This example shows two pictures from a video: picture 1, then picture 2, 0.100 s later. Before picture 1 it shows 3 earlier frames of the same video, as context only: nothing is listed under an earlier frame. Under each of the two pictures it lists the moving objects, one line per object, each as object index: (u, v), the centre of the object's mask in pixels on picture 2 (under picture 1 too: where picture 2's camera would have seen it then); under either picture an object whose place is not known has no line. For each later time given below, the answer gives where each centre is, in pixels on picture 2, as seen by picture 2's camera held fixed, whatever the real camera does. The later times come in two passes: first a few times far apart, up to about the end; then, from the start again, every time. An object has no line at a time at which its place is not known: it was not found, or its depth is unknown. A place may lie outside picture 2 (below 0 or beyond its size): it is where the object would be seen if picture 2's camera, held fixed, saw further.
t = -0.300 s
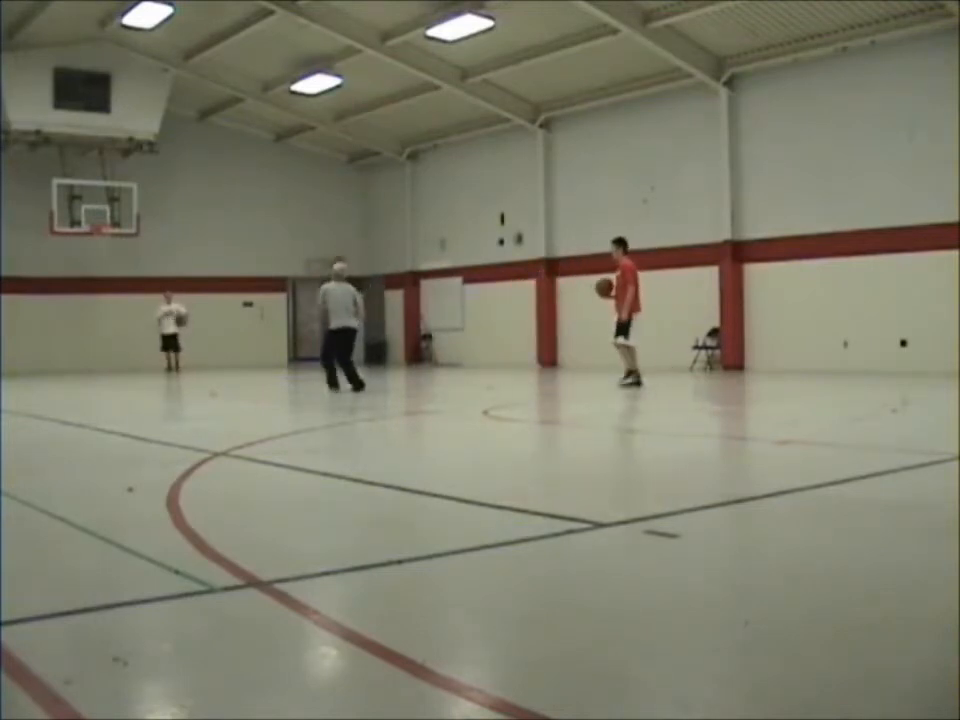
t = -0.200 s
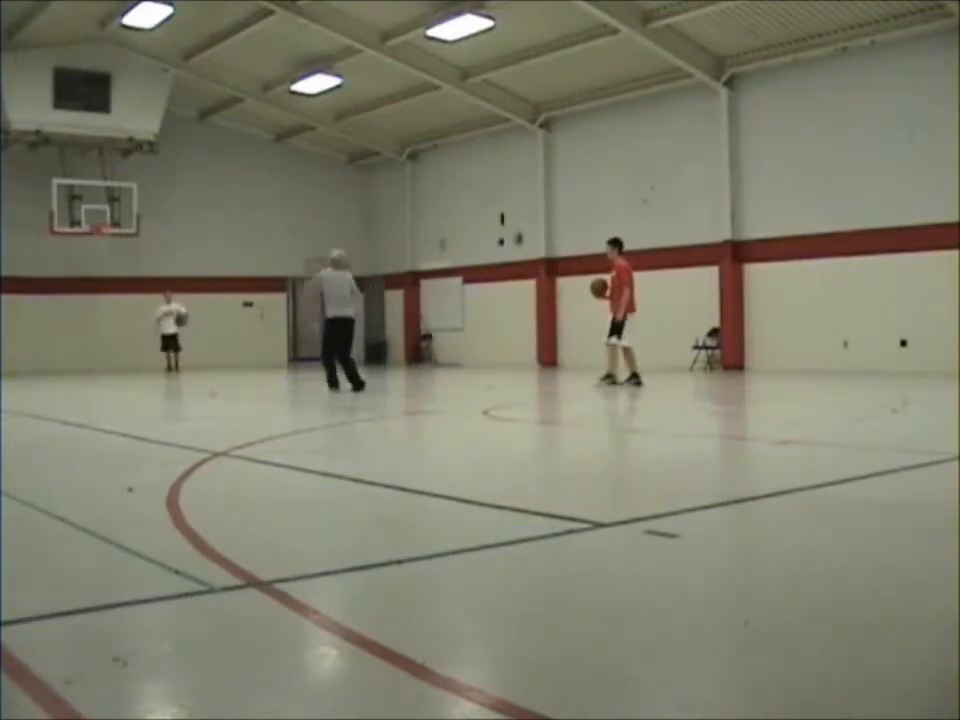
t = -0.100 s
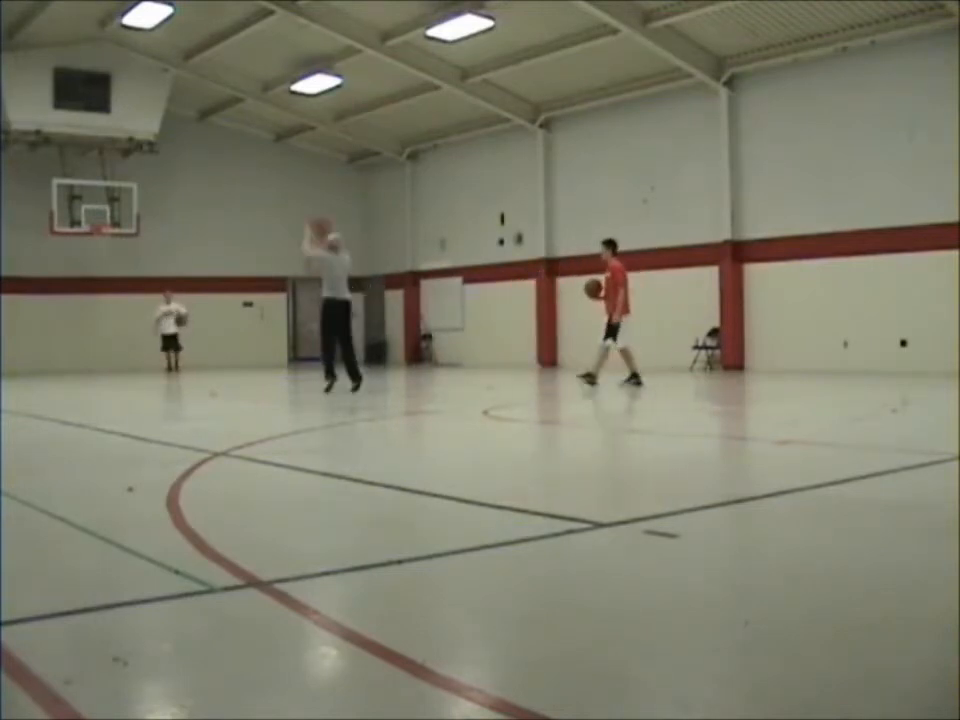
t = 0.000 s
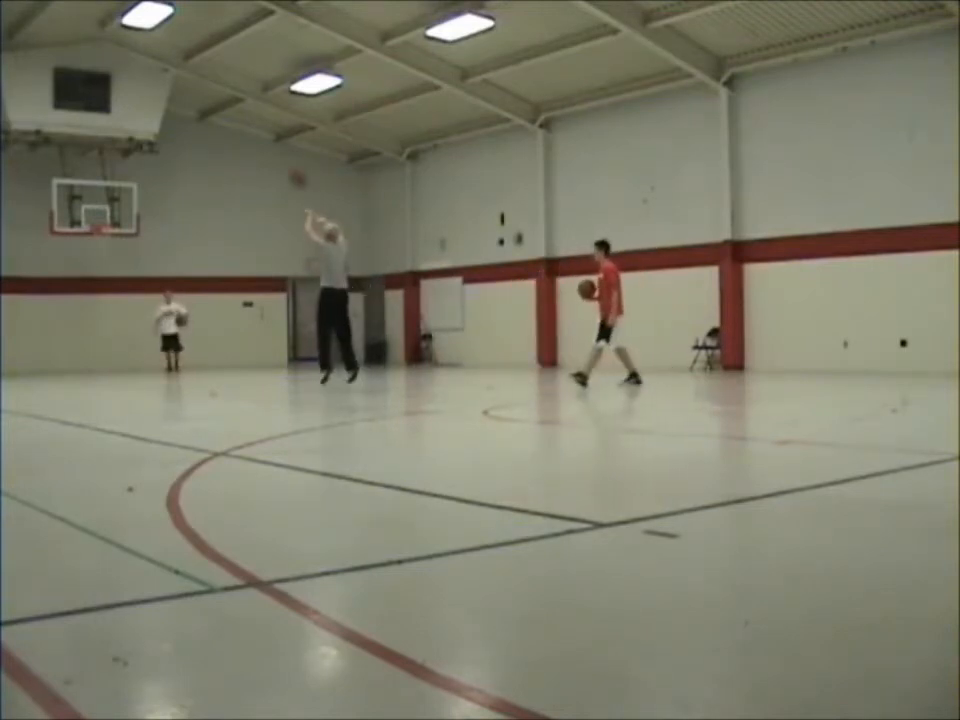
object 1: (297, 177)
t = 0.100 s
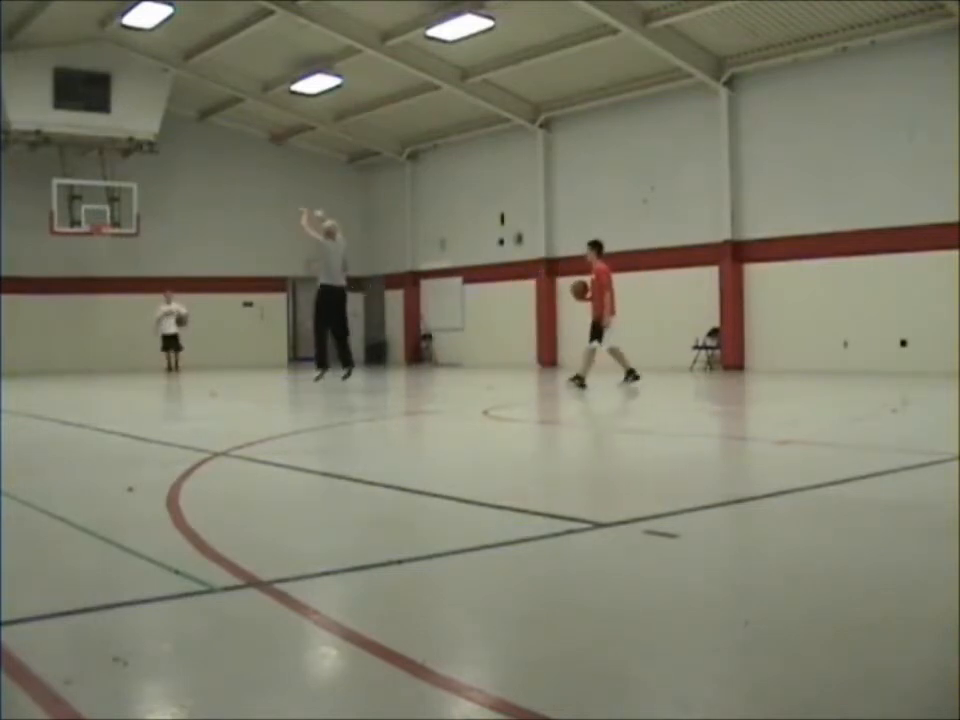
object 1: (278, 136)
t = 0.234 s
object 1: (250, 99)
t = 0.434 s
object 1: (218, 69)
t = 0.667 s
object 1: (185, 66)
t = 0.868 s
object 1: (160, 85)
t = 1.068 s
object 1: (138, 126)
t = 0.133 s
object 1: (269, 126)
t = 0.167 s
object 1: (264, 117)
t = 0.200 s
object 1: (256, 107)
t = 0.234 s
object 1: (250, 99)
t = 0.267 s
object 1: (245, 91)
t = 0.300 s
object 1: (240, 84)
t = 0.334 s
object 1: (233, 79)
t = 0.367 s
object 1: (229, 75)
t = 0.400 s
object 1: (224, 71)
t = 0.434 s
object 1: (218, 69)
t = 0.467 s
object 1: (214, 68)
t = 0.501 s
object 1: (208, 65)
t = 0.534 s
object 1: (202, 64)
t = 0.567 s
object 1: (198, 63)
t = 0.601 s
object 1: (194, 63)
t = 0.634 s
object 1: (192, 65)
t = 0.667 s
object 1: (185, 66)
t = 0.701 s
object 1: (181, 68)
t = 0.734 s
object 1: (177, 70)
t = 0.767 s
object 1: (172, 72)
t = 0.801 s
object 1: (168, 76)
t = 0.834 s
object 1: (163, 80)
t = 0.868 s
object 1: (160, 85)
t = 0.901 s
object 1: (156, 91)
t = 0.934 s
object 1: (153, 97)
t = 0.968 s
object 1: (149, 103)
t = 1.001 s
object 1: (145, 110)
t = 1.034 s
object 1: (141, 118)
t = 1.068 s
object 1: (138, 126)
